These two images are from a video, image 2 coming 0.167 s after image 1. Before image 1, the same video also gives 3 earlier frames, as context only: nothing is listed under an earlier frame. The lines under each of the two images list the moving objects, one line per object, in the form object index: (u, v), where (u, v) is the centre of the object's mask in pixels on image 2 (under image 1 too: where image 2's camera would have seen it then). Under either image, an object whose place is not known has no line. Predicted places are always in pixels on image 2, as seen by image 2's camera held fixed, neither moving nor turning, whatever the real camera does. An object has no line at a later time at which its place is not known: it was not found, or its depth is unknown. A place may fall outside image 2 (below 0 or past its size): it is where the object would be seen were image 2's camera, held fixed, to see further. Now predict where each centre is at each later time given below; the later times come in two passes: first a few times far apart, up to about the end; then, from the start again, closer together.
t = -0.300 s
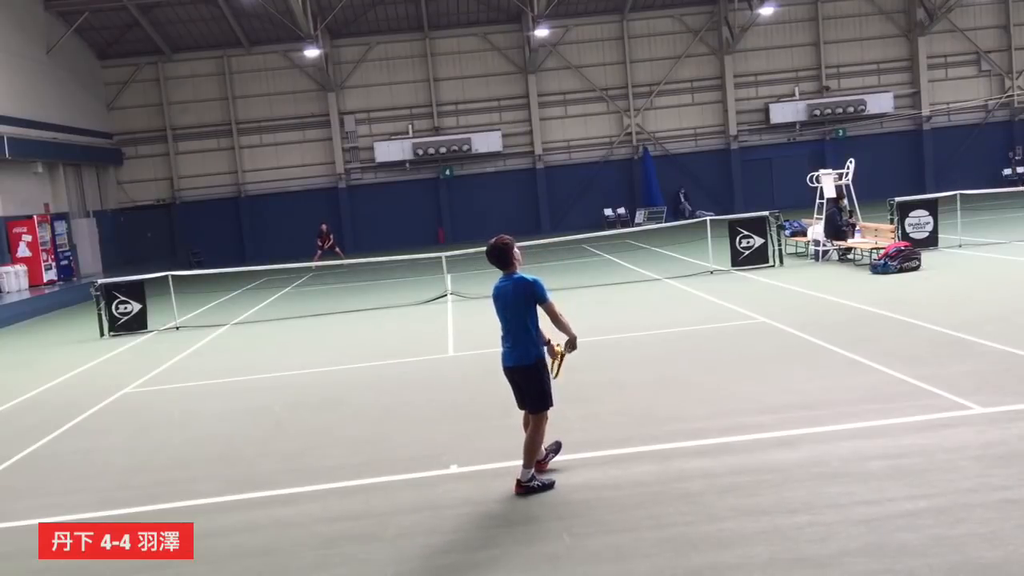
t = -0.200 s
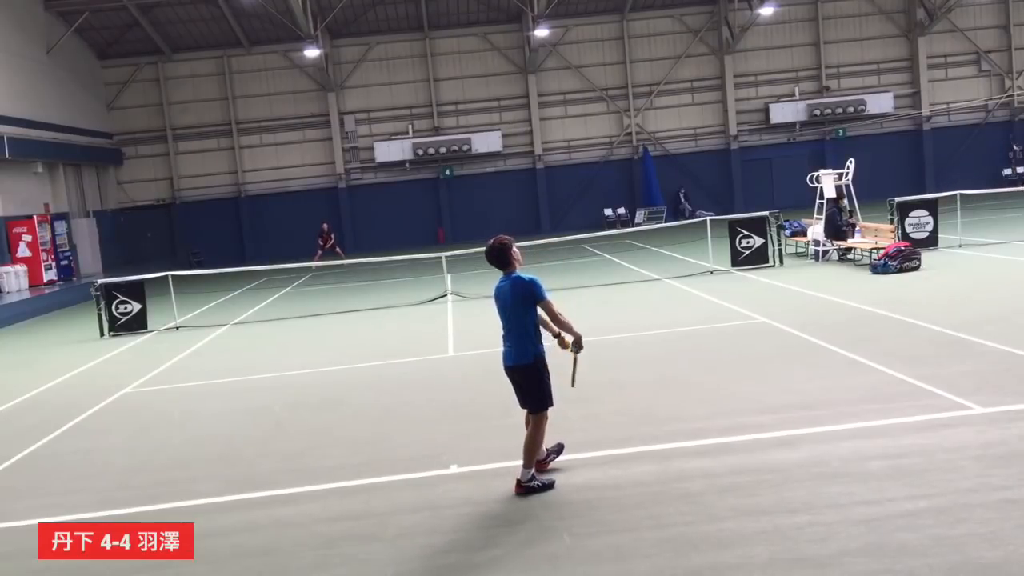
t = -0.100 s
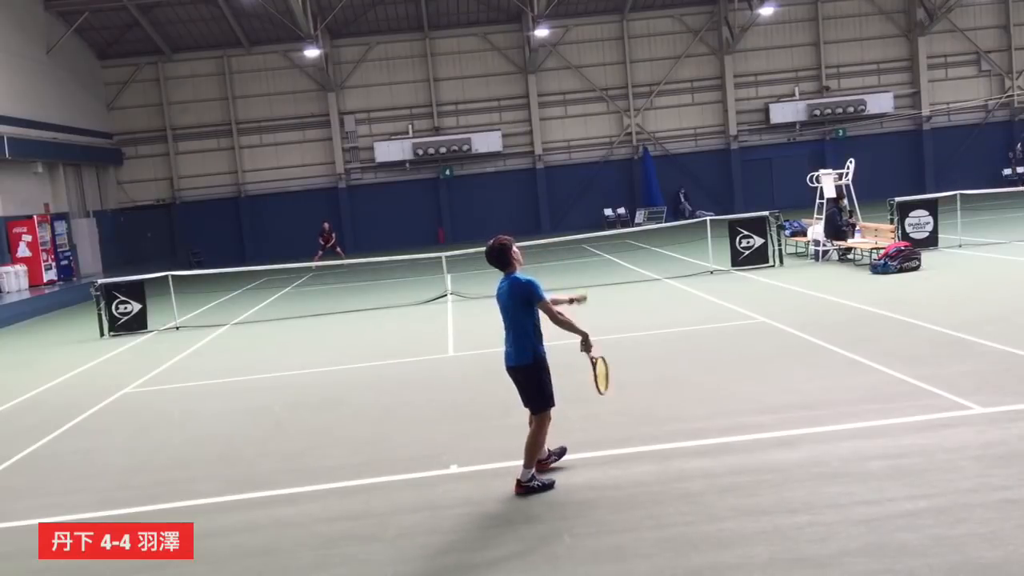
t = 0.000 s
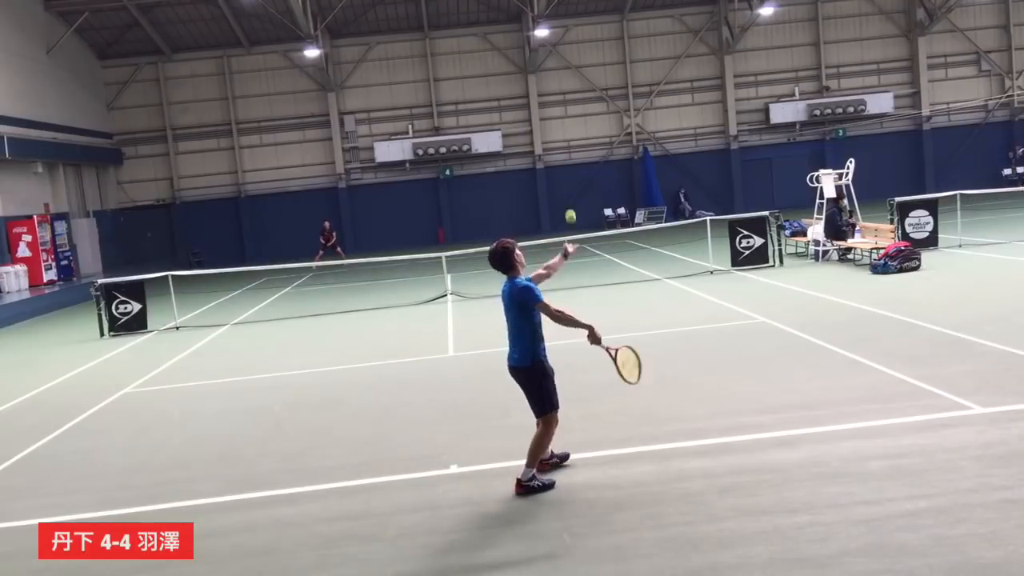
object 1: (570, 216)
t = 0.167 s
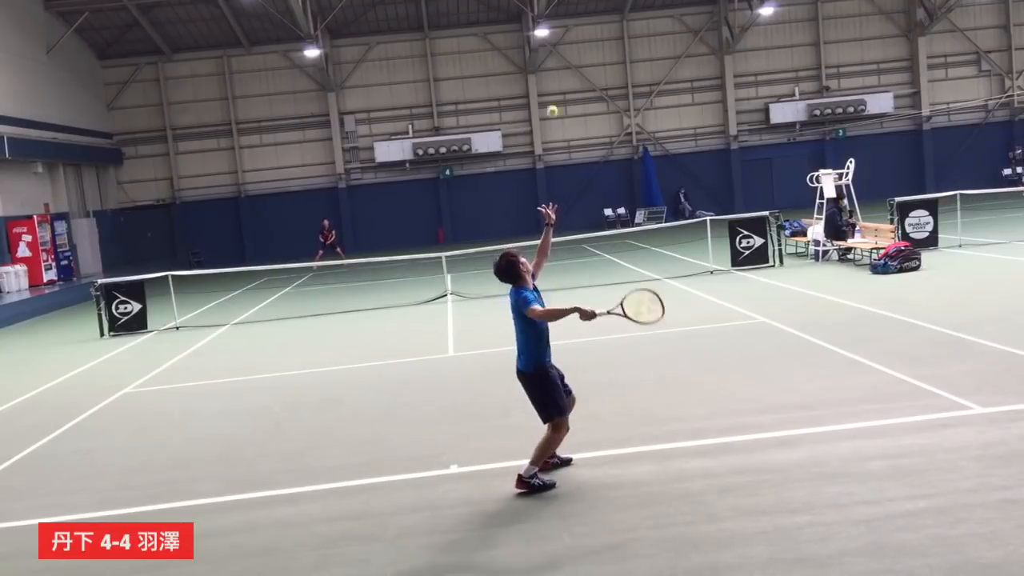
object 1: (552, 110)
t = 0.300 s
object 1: (540, 53)
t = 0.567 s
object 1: (523, 10)
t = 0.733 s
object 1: (518, 31)
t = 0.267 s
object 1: (543, 65)
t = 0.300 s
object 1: (540, 53)
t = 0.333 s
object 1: (537, 43)
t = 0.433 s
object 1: (531, 19)
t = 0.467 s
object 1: (529, 15)
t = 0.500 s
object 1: (527, 12)
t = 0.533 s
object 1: (525, 10)
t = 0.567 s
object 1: (523, 10)
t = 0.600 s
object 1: (522, 11)
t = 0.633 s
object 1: (521, 13)
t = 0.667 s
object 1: (520, 18)
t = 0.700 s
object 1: (518, 23)
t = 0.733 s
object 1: (518, 31)
